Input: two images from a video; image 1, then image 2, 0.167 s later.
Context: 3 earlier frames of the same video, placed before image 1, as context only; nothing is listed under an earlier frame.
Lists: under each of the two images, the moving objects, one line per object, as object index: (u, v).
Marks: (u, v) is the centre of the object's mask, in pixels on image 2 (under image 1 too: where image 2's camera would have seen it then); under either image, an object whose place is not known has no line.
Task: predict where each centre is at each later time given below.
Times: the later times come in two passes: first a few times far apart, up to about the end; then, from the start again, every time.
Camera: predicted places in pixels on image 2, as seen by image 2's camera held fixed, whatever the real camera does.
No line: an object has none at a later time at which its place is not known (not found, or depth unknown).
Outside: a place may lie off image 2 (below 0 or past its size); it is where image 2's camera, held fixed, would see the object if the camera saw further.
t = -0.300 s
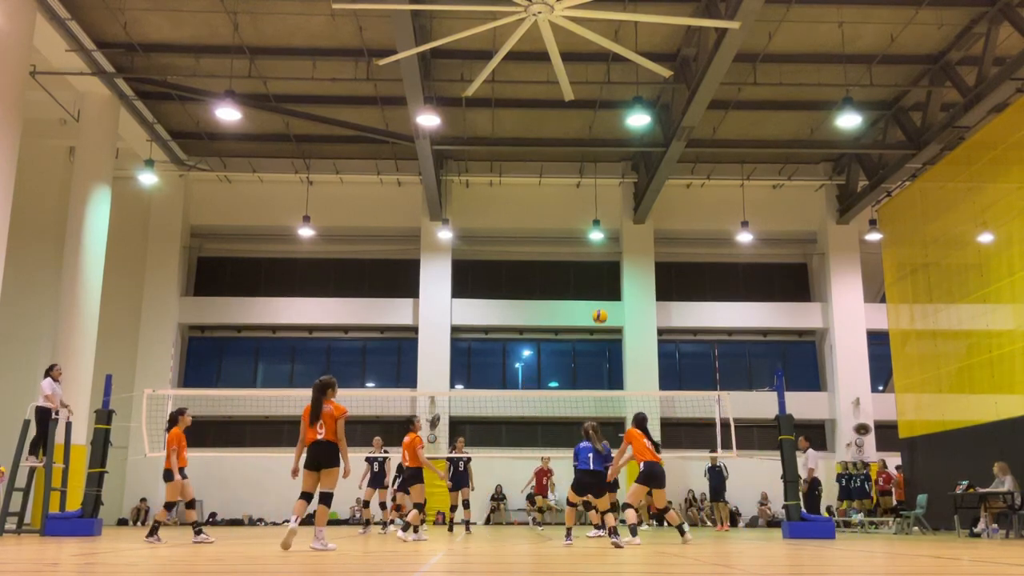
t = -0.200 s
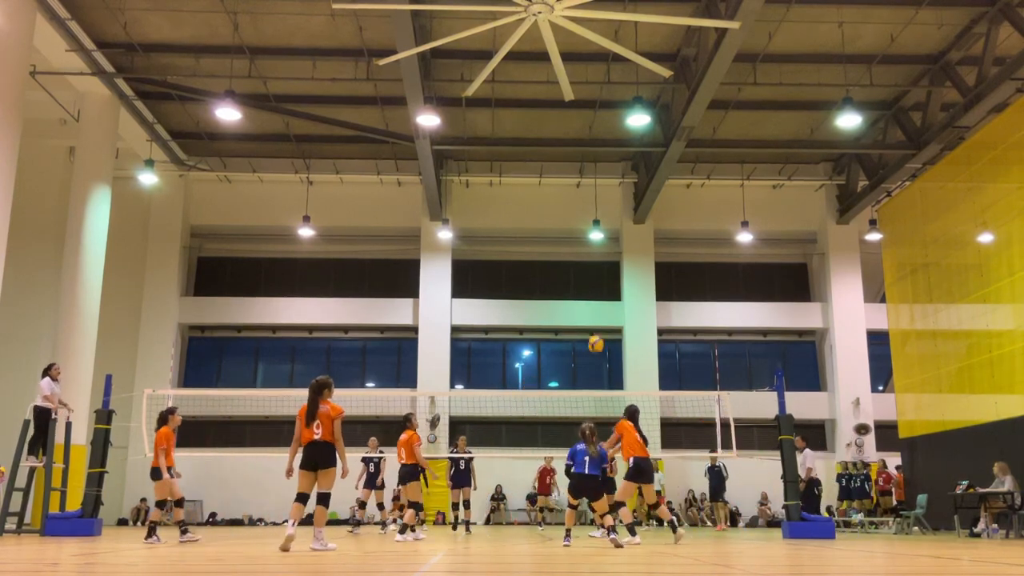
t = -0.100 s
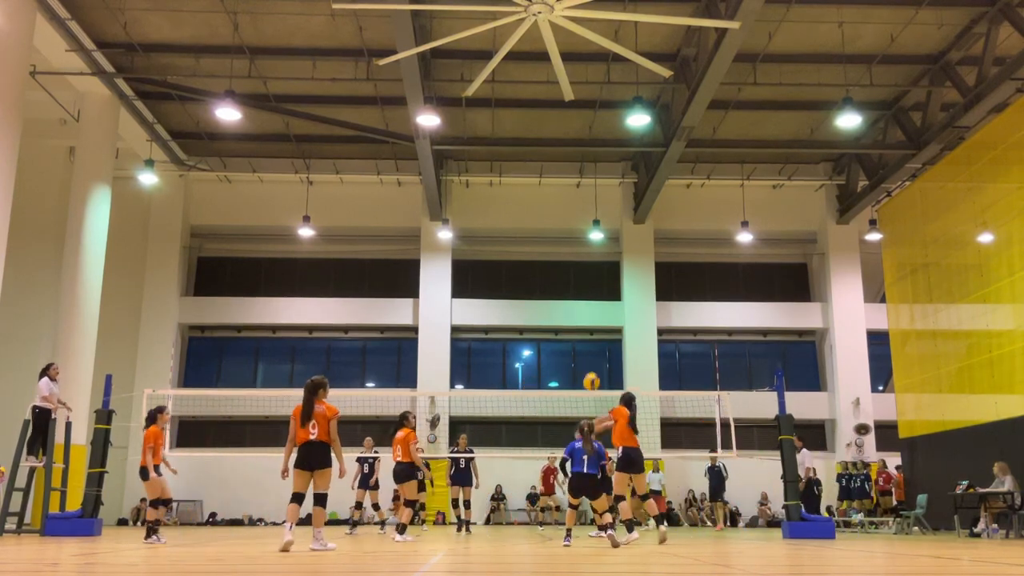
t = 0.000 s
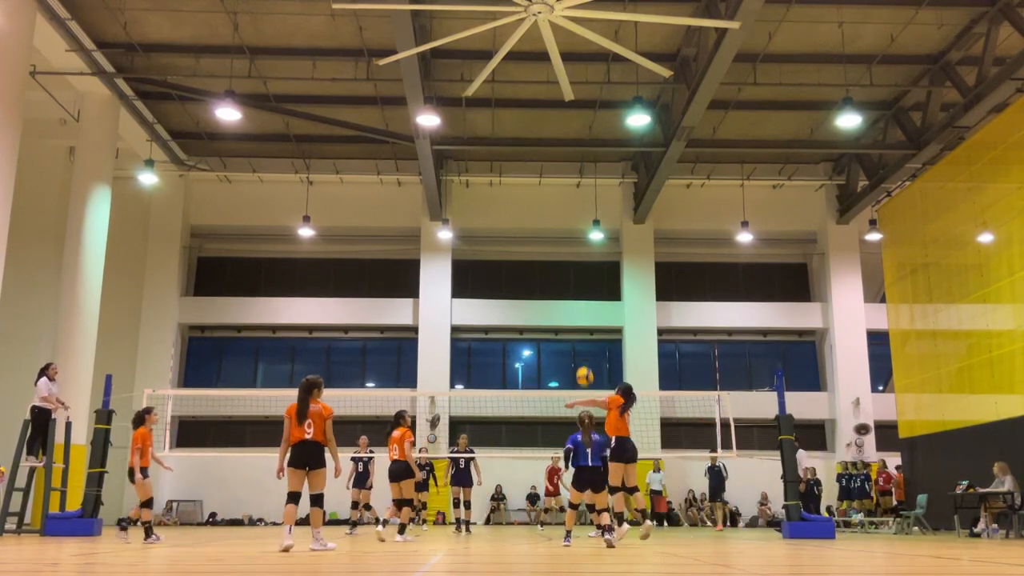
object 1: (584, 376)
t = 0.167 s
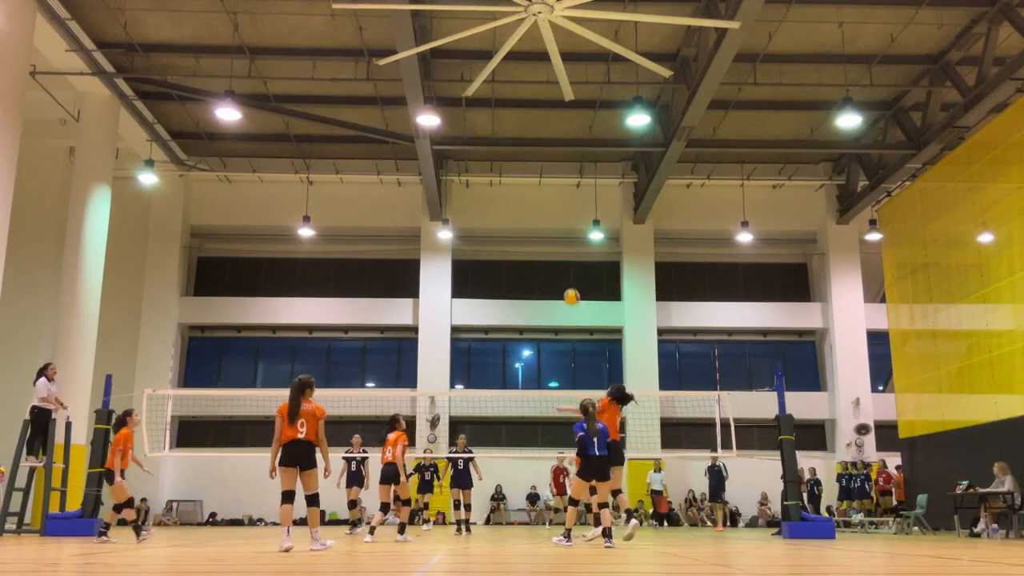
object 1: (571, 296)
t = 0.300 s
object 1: (562, 254)
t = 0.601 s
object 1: (546, 208)
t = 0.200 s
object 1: (569, 285)
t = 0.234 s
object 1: (567, 274)
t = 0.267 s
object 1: (565, 264)
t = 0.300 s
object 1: (562, 254)
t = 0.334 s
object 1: (561, 245)
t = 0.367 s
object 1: (559, 238)
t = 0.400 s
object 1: (557, 232)
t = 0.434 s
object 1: (556, 225)
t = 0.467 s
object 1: (554, 220)
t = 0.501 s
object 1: (551, 216)
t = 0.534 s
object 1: (550, 213)
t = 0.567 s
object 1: (548, 210)
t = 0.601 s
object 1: (546, 208)
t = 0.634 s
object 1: (545, 207)
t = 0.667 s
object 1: (543, 207)
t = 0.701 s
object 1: (541, 207)
